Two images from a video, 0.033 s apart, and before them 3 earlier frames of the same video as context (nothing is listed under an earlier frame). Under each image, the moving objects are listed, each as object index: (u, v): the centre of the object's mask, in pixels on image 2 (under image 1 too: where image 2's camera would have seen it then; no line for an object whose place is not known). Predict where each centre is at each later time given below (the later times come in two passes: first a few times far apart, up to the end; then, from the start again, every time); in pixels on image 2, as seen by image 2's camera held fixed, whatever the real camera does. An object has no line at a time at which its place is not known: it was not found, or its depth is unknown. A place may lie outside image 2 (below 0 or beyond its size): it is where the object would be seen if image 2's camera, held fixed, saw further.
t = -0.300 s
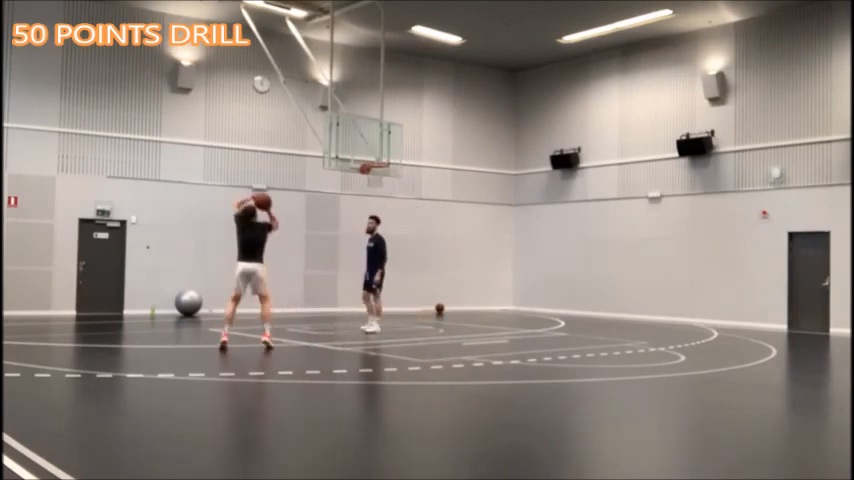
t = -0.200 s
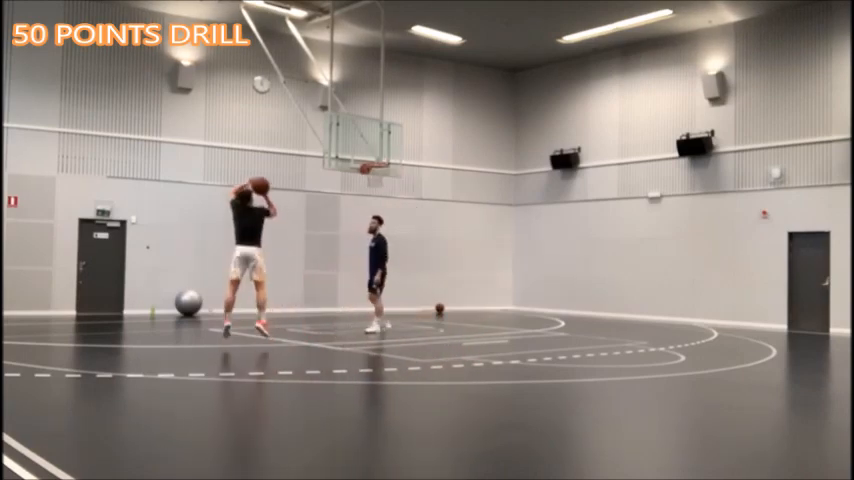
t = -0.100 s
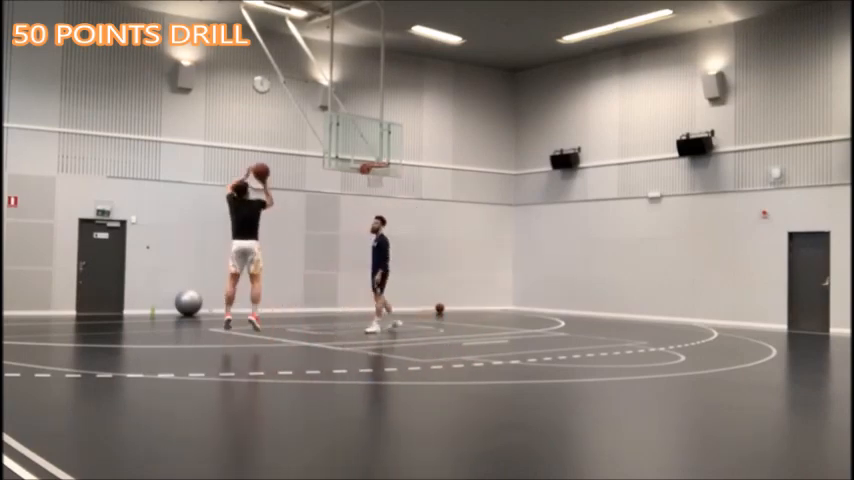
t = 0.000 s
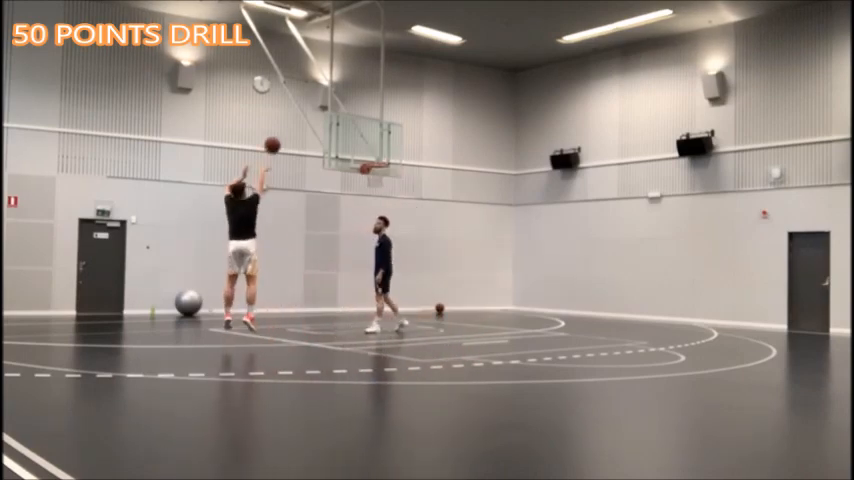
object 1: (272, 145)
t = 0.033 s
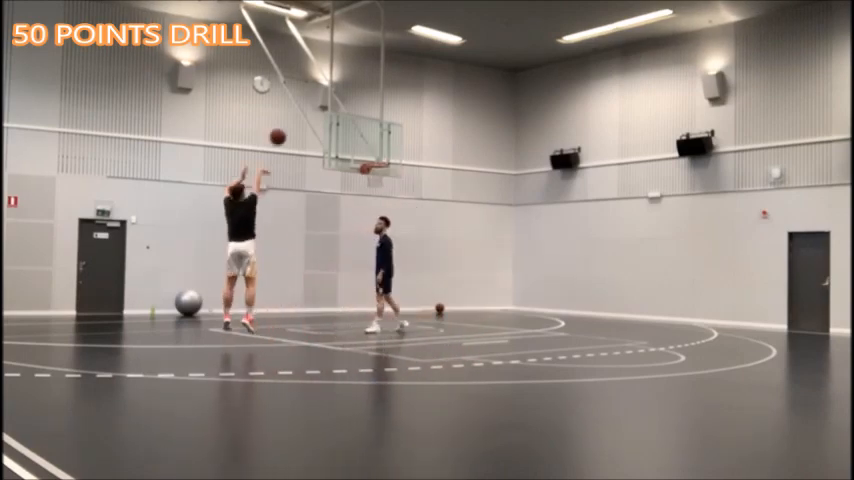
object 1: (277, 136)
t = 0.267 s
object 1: (311, 105)
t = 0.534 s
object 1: (342, 112)
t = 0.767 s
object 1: (367, 142)
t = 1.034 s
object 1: (372, 149)
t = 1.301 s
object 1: (346, 156)
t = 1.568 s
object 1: (317, 206)
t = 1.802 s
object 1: (290, 287)
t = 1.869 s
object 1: (281, 317)
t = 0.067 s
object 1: (282, 129)
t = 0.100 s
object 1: (288, 123)
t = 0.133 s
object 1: (292, 118)
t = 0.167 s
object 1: (297, 114)
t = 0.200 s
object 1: (302, 110)
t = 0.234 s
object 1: (307, 107)
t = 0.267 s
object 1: (311, 105)
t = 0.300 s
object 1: (315, 104)
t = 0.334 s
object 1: (319, 104)
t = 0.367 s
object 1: (324, 103)
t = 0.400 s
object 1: (327, 104)
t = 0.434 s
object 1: (331, 105)
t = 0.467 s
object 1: (335, 106)
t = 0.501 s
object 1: (339, 109)
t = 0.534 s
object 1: (342, 112)
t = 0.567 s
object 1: (346, 115)
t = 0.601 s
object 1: (349, 119)
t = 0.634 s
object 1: (352, 123)
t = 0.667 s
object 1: (356, 128)
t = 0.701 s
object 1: (359, 134)
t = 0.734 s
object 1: (363, 138)
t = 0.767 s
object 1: (367, 142)
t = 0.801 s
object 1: (372, 146)
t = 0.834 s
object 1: (377, 151)
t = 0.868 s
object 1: (382, 157)
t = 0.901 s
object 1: (383, 160)
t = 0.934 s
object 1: (381, 156)
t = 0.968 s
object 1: (378, 153)
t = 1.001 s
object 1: (375, 151)
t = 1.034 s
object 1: (372, 149)
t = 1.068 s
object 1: (369, 148)
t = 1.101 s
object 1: (366, 148)
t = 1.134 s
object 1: (362, 147)
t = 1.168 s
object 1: (359, 148)
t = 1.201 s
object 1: (356, 149)
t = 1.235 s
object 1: (352, 151)
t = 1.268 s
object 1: (349, 153)
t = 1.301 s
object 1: (346, 156)
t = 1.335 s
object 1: (342, 160)
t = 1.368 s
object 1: (339, 165)
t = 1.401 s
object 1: (335, 170)
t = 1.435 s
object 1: (331, 175)
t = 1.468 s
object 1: (328, 182)
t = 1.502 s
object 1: (324, 189)
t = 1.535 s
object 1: (321, 197)
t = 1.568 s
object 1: (317, 206)
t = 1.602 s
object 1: (313, 215)
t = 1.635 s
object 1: (309, 225)
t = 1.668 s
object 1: (306, 235)
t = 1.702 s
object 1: (302, 247)
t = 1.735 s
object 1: (298, 260)
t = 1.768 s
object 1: (294, 272)
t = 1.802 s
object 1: (290, 287)
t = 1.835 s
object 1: (285, 301)
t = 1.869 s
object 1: (281, 317)
